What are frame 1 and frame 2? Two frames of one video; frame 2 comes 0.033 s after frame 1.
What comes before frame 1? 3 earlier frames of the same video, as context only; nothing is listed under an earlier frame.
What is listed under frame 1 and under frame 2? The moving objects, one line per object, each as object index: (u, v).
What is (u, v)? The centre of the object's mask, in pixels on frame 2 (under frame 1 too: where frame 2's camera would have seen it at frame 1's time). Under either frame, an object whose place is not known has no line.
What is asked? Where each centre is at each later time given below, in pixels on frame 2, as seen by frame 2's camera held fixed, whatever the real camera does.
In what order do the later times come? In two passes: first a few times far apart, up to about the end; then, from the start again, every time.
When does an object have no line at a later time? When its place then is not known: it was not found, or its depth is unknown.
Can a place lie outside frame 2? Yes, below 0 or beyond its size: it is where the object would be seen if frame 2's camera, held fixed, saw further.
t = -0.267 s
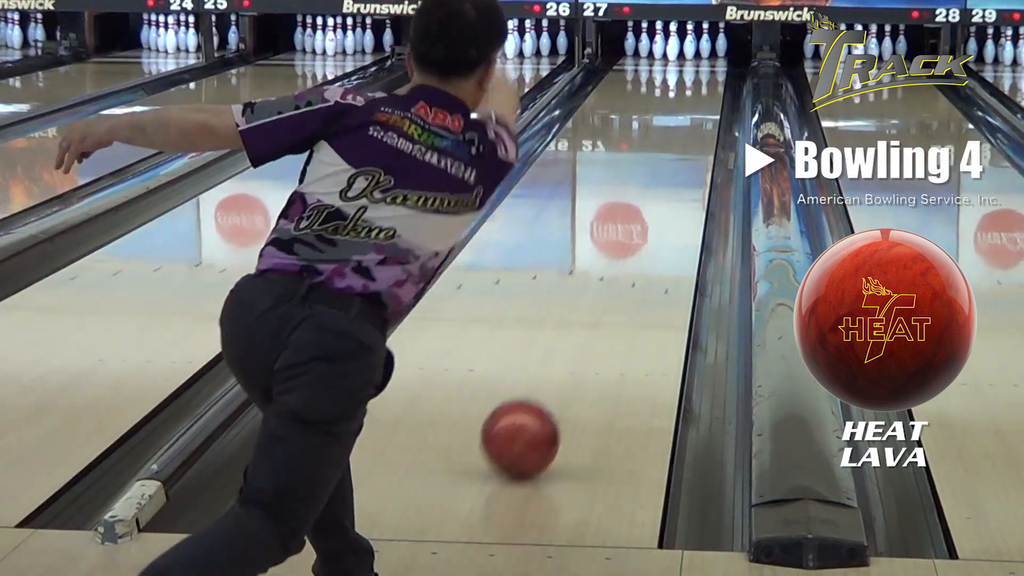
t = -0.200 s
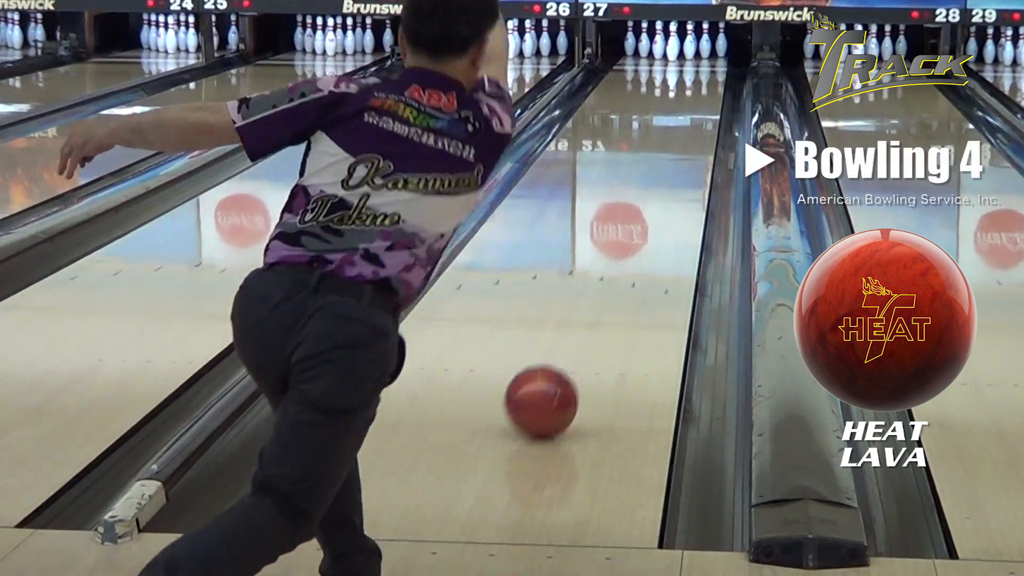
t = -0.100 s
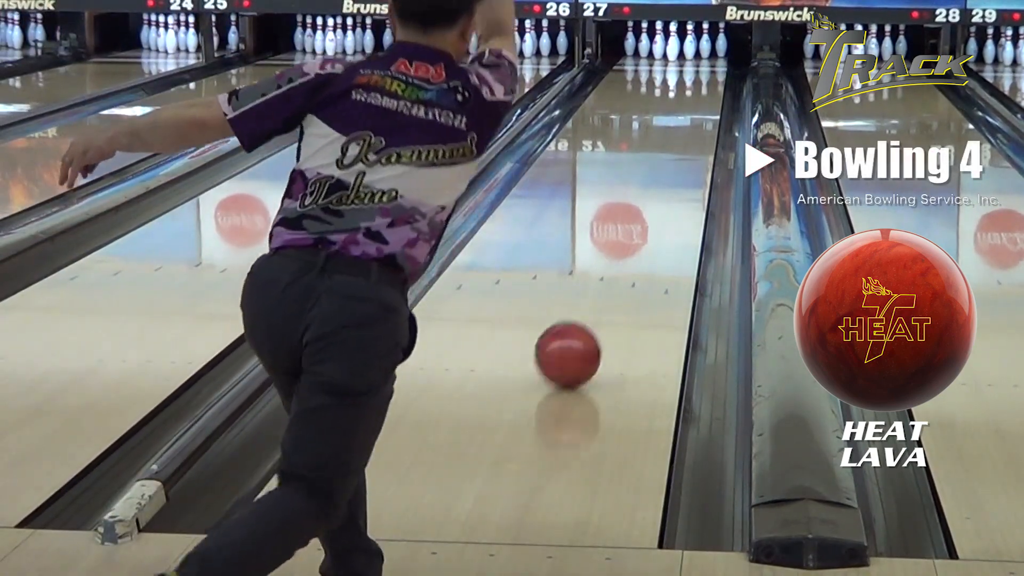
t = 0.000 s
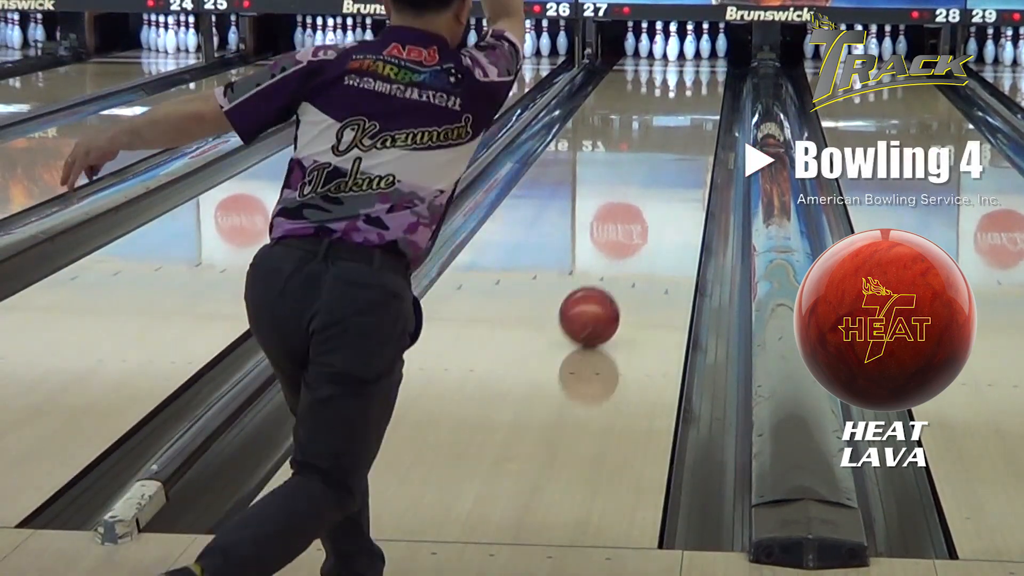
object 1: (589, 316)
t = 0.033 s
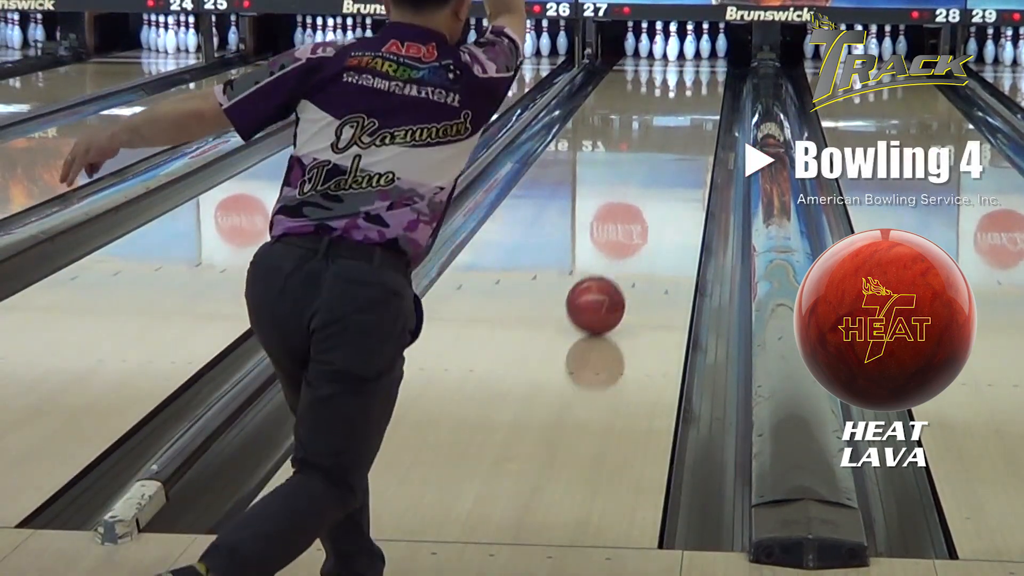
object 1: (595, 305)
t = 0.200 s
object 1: (622, 257)
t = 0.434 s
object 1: (648, 206)
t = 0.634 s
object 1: (664, 172)
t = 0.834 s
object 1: (675, 145)
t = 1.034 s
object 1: (684, 124)
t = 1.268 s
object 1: (690, 103)
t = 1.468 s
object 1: (692, 89)
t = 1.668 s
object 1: (691, 76)
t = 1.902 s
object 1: (688, 65)
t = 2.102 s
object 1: (683, 57)
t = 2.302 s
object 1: (680, 50)
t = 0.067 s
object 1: (601, 295)
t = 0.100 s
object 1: (607, 285)
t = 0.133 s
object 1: (612, 275)
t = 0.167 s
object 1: (617, 266)
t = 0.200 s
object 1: (622, 257)
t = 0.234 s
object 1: (626, 248)
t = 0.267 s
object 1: (630, 240)
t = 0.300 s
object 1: (634, 233)
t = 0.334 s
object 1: (638, 225)
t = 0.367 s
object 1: (641, 219)
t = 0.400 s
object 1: (645, 212)
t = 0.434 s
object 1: (648, 206)
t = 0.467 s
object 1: (651, 199)
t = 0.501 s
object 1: (654, 193)
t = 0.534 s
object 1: (657, 188)
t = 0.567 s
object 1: (659, 182)
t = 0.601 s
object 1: (662, 177)
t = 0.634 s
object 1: (664, 172)
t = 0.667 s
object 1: (666, 168)
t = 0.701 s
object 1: (668, 163)
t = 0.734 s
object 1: (670, 158)
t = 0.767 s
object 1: (672, 154)
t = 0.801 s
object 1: (674, 150)
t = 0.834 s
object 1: (675, 145)
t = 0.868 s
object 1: (677, 141)
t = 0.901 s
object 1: (678, 138)
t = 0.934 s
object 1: (680, 134)
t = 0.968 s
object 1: (681, 131)
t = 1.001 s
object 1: (682, 127)
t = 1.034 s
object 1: (684, 124)
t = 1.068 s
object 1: (685, 121)
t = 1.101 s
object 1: (686, 118)
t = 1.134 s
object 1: (687, 114)
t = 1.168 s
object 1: (688, 111)
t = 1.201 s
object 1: (688, 109)
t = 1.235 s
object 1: (689, 106)
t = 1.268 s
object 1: (690, 103)
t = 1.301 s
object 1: (690, 101)
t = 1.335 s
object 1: (691, 98)
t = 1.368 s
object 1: (691, 96)
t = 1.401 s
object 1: (692, 93)
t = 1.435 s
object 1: (692, 91)
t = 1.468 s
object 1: (692, 89)
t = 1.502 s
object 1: (692, 87)
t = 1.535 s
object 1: (691, 85)
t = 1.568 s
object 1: (692, 83)
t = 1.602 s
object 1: (692, 81)
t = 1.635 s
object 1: (692, 78)
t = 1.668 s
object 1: (691, 76)
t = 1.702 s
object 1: (691, 75)
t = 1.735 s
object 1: (691, 73)
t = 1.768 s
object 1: (691, 72)
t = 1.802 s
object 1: (690, 70)
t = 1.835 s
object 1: (689, 68)
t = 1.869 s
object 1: (689, 66)
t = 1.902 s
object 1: (688, 65)
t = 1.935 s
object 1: (688, 64)
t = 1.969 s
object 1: (687, 62)
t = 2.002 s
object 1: (686, 61)
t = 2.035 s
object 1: (685, 59)
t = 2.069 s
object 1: (683, 58)
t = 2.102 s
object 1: (683, 57)
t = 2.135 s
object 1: (681, 55)
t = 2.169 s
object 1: (680, 53)
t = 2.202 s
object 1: (679, 53)
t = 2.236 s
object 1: (679, 51)
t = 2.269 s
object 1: (680, 51)
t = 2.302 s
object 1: (680, 50)
